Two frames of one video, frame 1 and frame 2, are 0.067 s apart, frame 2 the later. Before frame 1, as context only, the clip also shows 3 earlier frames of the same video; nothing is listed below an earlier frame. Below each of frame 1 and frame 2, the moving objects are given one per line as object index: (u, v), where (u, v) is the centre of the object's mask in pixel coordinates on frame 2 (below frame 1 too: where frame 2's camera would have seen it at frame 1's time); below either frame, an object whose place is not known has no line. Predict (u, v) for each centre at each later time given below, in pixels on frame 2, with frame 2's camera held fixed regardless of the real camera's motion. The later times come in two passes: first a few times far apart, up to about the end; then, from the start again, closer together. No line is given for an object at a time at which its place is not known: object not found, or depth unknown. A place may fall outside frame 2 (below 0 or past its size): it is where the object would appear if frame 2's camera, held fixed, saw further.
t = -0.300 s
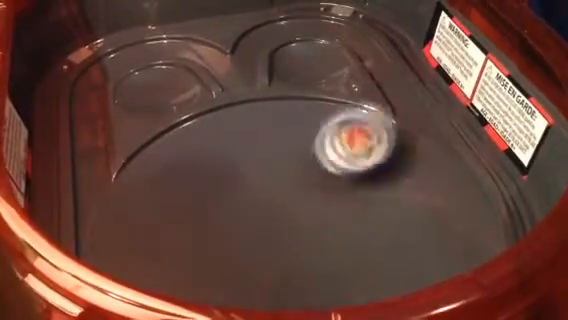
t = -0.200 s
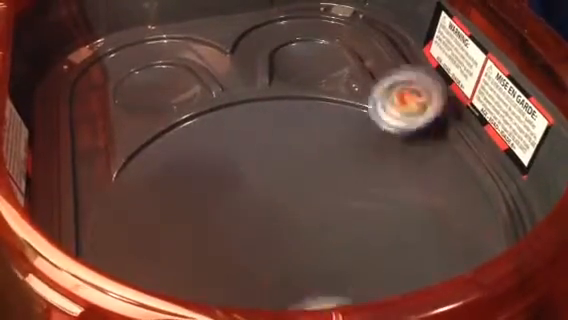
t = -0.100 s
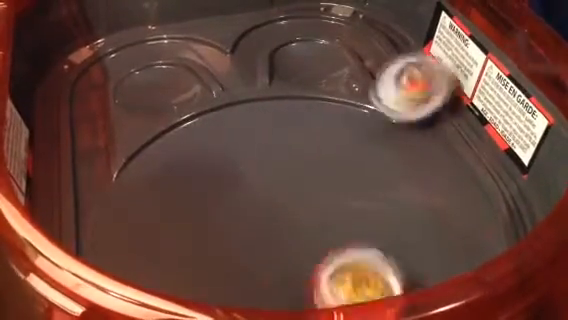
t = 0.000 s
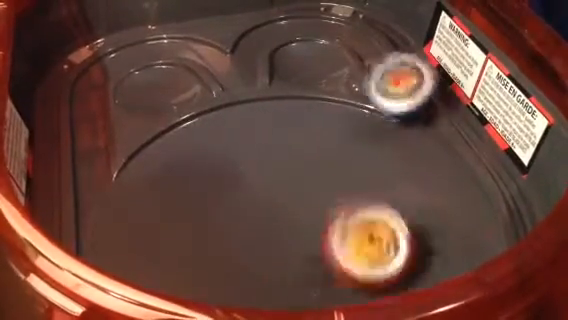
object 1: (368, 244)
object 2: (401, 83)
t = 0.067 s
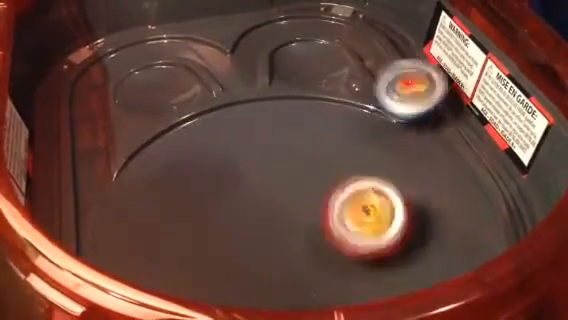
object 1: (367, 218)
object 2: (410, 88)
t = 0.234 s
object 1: (361, 189)
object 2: (442, 128)
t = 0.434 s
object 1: (305, 187)
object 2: (475, 180)
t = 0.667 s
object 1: (253, 181)
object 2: (366, 259)
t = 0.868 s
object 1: (252, 194)
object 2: (204, 277)
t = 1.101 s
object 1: (256, 206)
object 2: (129, 270)
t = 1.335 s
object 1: (270, 212)
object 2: (184, 227)
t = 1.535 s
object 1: (301, 233)
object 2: (217, 186)
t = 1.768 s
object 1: (302, 258)
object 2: (231, 182)
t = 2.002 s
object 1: (292, 240)
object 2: (268, 183)
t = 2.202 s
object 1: (308, 237)
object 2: (287, 163)
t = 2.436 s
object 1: (309, 239)
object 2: (279, 179)
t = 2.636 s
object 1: (314, 232)
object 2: (257, 190)
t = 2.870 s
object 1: (317, 229)
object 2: (254, 190)
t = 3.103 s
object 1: (312, 237)
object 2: (263, 188)
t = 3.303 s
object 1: (313, 234)
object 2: (267, 188)
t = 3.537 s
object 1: (316, 229)
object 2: (264, 189)
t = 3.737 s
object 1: (316, 230)
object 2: (265, 189)
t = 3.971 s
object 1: (313, 234)
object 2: (264, 189)
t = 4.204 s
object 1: (313, 235)
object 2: (264, 189)
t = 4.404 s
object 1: (314, 234)
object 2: (264, 189)
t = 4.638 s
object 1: (316, 230)
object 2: (264, 189)
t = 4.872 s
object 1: (316, 230)
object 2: (264, 189)
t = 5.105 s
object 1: (313, 233)
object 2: (264, 189)
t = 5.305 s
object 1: (314, 232)
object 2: (264, 189)
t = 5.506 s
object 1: (316, 230)
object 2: (264, 189)
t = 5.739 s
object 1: (315, 232)
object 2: (264, 189)
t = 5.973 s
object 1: (314, 233)
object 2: (264, 189)
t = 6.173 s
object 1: (315, 230)
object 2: (264, 189)
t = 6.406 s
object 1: (315, 230)
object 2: (264, 189)
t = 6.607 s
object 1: (314, 232)
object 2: (264, 189)
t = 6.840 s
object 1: (315, 231)
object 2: (264, 189)
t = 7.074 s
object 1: (315, 231)
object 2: (264, 189)
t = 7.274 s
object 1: (314, 232)
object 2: (264, 189)
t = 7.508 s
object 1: (315, 231)
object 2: (264, 189)
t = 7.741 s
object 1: (315, 231)
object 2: (264, 189)
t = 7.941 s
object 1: (314, 233)
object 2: (264, 189)
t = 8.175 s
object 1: (315, 231)
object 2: (264, 189)
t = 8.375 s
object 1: (314, 232)
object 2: (264, 189)
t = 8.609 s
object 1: (314, 232)
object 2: (264, 189)
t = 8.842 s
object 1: (314, 232)
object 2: (264, 189)
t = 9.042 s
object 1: (315, 231)
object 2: (264, 189)
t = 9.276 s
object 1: (314, 232)
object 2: (264, 189)
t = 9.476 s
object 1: (315, 232)
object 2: (264, 189)
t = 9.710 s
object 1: (314, 232)
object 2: (264, 189)
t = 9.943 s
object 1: (314, 232)
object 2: (264, 189)
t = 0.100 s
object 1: (365, 209)
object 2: (417, 94)
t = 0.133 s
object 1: (363, 200)
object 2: (424, 100)
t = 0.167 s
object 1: (363, 195)
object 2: (432, 110)
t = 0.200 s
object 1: (362, 192)
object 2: (438, 119)
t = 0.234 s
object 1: (361, 189)
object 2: (442, 128)
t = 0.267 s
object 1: (361, 188)
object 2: (442, 136)
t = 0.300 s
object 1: (360, 187)
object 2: (440, 143)
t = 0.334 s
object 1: (356, 188)
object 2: (437, 153)
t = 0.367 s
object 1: (347, 188)
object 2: (444, 164)
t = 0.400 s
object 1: (325, 188)
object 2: (460, 172)
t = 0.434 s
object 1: (305, 187)
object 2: (475, 180)
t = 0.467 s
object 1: (288, 186)
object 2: (474, 195)
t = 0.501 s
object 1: (274, 185)
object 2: (458, 207)
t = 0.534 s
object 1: (265, 185)
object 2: (440, 213)
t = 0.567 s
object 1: (258, 185)
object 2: (425, 223)
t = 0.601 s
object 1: (254, 184)
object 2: (410, 239)
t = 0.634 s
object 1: (253, 181)
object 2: (388, 249)
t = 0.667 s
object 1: (253, 181)
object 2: (366, 259)
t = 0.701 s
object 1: (255, 183)
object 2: (336, 259)
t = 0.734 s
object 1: (256, 184)
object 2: (309, 260)
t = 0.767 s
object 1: (256, 187)
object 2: (284, 266)
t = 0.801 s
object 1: (254, 191)
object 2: (256, 271)
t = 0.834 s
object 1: (252, 193)
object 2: (232, 274)
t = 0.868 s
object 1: (252, 194)
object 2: (204, 277)
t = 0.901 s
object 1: (252, 198)
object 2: (182, 276)
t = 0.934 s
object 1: (253, 200)
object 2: (168, 275)
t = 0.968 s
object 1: (252, 204)
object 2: (154, 275)
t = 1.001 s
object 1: (253, 206)
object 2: (146, 277)
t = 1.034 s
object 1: (253, 205)
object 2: (138, 275)
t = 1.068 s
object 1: (254, 207)
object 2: (130, 271)
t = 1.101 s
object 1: (256, 206)
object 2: (129, 270)
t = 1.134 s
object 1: (259, 206)
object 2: (126, 265)
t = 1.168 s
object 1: (263, 206)
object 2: (130, 259)
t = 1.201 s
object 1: (264, 207)
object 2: (140, 262)
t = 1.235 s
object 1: (266, 210)
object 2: (150, 256)
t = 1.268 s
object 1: (267, 209)
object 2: (160, 253)
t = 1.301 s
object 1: (269, 211)
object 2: (172, 237)
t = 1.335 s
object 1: (270, 212)
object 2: (184, 227)
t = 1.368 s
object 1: (273, 213)
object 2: (191, 220)
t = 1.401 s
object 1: (276, 213)
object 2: (200, 213)
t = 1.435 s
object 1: (279, 216)
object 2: (209, 204)
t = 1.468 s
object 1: (287, 220)
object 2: (216, 194)
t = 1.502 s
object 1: (295, 226)
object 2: (215, 189)
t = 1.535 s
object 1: (301, 233)
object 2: (217, 186)
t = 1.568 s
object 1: (306, 239)
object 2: (218, 184)
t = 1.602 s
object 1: (309, 244)
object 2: (218, 183)
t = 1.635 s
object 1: (312, 252)
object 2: (222, 182)
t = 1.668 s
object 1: (312, 256)
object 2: (224, 182)
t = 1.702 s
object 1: (308, 258)
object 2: (226, 181)
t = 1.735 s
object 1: (304, 257)
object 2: (228, 181)
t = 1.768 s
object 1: (302, 258)
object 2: (231, 182)
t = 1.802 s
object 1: (301, 254)
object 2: (233, 183)
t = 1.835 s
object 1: (297, 253)
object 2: (237, 184)
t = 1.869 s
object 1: (292, 251)
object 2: (242, 185)
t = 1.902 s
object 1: (291, 250)
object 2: (248, 187)
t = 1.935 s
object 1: (290, 247)
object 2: (254, 184)
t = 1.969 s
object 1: (288, 241)
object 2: (261, 183)
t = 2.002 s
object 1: (292, 240)
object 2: (268, 183)
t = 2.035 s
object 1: (292, 242)
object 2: (275, 181)
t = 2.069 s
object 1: (300, 243)
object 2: (281, 174)
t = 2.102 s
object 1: (305, 239)
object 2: (285, 170)
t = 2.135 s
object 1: (309, 237)
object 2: (287, 166)
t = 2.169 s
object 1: (309, 237)
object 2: (288, 165)
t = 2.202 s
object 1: (308, 237)
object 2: (287, 163)
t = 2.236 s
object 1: (307, 238)
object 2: (287, 163)
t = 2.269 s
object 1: (308, 239)
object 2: (288, 164)
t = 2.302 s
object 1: (309, 239)
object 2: (287, 165)
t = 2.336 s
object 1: (310, 239)
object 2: (287, 167)
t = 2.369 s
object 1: (310, 239)
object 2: (284, 170)
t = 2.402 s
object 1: (309, 240)
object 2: (281, 173)
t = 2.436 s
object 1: (309, 239)
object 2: (279, 179)
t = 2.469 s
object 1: (309, 239)
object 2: (275, 182)
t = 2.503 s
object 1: (311, 239)
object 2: (271, 185)
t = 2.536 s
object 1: (312, 237)
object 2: (267, 187)
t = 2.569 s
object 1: (313, 236)
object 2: (262, 189)
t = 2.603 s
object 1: (314, 234)
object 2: (260, 189)
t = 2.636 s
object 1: (314, 232)
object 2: (257, 190)
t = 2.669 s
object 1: (315, 231)
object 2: (254, 190)
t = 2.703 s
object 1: (316, 230)
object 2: (253, 190)
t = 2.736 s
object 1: (317, 228)
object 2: (252, 190)
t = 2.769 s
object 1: (319, 227)
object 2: (252, 190)
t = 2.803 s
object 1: (319, 227)
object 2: (252, 190)
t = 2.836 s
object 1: (318, 228)
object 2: (253, 190)
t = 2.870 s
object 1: (317, 229)
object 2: (254, 190)
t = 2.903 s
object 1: (316, 230)
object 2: (255, 190)
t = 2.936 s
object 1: (315, 231)
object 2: (255, 190)
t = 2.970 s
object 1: (314, 233)
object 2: (256, 189)
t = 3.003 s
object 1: (313, 234)
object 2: (257, 189)
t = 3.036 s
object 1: (312, 235)
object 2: (258, 189)
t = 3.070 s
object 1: (312, 236)
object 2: (261, 189)
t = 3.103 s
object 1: (312, 237)
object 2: (263, 188)
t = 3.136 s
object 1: (312, 237)
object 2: (265, 188)
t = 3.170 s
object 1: (312, 237)
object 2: (266, 188)
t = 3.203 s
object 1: (312, 236)
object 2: (267, 187)
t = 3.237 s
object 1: (312, 235)
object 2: (267, 187)
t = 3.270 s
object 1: (313, 234)
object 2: (267, 187)
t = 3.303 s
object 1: (313, 234)
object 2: (267, 188)
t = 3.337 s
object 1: (314, 232)
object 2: (267, 188)
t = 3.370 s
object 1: (314, 231)
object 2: (266, 188)
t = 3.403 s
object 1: (315, 231)
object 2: (265, 189)
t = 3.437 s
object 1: (315, 230)
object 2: (265, 189)
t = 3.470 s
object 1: (315, 230)
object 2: (264, 189)
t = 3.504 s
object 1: (316, 229)
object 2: (264, 189)
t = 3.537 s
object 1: (316, 229)
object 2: (264, 189)
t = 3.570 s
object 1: (316, 229)
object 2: (264, 189)
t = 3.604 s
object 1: (316, 229)
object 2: (264, 189)
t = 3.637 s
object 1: (316, 229)
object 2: (264, 189)
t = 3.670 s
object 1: (316, 229)
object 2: (264, 189)
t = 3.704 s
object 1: (316, 229)
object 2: (264, 189)
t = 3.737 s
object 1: (316, 230)
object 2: (265, 189)
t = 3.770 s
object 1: (315, 231)
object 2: (265, 189)
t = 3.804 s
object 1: (315, 231)
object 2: (264, 189)
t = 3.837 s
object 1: (315, 231)
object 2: (264, 189)
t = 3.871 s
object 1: (314, 232)
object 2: (264, 189)
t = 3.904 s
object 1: (314, 233)
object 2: (264, 189)
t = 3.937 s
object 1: (314, 233)
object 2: (264, 189)
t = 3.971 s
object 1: (313, 234)
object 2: (264, 189)
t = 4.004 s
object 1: (313, 234)
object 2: (264, 189)
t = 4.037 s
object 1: (313, 234)
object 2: (264, 189)
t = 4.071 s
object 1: (313, 235)
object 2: (264, 189)
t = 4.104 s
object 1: (313, 235)
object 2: (264, 189)
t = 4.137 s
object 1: (313, 235)
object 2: (264, 189)
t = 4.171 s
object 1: (313, 235)
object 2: (264, 189)
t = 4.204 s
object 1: (313, 235)
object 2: (264, 189)
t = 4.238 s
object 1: (313, 235)
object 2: (264, 189)
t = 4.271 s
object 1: (313, 235)
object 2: (264, 189)
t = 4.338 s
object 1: (313, 234)
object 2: (264, 189)
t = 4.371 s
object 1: (313, 234)
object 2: (264, 189)
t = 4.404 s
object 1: (314, 234)
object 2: (264, 189)
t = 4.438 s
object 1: (314, 234)
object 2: (264, 189)
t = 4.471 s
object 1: (314, 234)
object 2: (264, 189)
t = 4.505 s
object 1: (314, 232)
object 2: (264, 189)
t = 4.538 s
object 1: (314, 231)
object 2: (264, 189)
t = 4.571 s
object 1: (315, 231)
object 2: (264, 189)
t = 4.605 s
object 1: (315, 230)
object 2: (264, 189)
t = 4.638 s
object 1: (316, 230)
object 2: (264, 189)
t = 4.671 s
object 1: (316, 229)
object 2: (264, 189)
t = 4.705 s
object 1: (316, 229)
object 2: (264, 189)
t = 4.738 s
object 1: (316, 229)
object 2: (264, 189)
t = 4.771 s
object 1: (316, 229)
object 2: (264, 189)
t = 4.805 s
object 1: (316, 230)
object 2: (264, 189)
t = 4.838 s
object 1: (316, 230)
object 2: (264, 189)
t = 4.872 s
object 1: (316, 230)
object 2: (264, 189)
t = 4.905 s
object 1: (315, 231)
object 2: (264, 189)
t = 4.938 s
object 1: (315, 232)
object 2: (264, 189)
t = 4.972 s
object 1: (314, 232)
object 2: (264, 189)
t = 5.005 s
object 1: (314, 233)
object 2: (264, 189)
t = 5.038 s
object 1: (313, 233)
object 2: (264, 189)
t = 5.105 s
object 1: (313, 233)
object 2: (264, 189)
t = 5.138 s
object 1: (313, 233)
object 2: (264, 189)
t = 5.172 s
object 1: (314, 233)
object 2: (264, 189)
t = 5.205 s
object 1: (314, 233)
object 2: (264, 189)
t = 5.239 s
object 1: (314, 233)
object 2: (264, 189)
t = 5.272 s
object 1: (314, 233)
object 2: (264, 189)
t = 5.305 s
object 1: (314, 232)
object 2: (264, 189)
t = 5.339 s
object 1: (315, 231)
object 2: (264, 189)
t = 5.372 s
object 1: (315, 231)
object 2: (264, 189)
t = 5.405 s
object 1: (316, 230)
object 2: (264, 189)
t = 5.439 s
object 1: (316, 230)
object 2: (264, 189)
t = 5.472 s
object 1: (316, 230)
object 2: (264, 189)
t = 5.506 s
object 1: (316, 230)
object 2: (264, 189)
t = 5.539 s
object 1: (316, 230)
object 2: (264, 189)
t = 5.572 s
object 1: (316, 230)
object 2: (264, 189)
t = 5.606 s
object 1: (316, 230)
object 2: (264, 189)
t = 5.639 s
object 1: (316, 230)
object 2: (264, 189)
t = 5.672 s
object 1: (315, 231)
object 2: (264, 189)
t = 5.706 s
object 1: (315, 231)
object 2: (264, 189)
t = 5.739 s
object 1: (315, 232)
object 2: (264, 189)
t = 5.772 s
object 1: (314, 232)
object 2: (264, 189)
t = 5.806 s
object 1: (314, 233)
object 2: (264, 189)
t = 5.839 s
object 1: (314, 233)
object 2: (264, 189)
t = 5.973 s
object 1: (314, 233)
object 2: (264, 189)
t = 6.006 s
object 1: (314, 232)
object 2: (264, 189)
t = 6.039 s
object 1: (314, 232)
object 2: (264, 189)
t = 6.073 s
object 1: (315, 231)
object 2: (264, 189)
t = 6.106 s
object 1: (315, 231)
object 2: (264, 189)
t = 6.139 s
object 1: (315, 230)
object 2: (264, 189)
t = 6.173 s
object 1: (315, 230)
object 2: (264, 189)
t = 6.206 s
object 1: (315, 230)
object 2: (264, 189)
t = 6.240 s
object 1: (315, 230)
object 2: (264, 189)
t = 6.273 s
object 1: (315, 230)
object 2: (264, 189)
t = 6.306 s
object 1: (315, 230)
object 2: (264, 189)
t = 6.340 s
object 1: (315, 230)
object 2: (264, 189)
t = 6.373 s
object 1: (315, 230)
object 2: (264, 189)
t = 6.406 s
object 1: (315, 230)
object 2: (264, 189)
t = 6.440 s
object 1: (315, 230)
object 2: (264, 189)
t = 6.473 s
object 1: (315, 230)
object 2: (264, 189)
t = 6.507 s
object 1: (315, 231)
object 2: (264, 189)
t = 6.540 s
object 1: (315, 231)
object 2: (264, 189)
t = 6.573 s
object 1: (314, 231)
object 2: (264, 189)
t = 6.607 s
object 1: (314, 232)
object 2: (264, 189)
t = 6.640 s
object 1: (314, 232)
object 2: (264, 189)
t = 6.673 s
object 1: (314, 232)
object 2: (264, 189)
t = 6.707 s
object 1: (314, 232)
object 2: (264, 189)
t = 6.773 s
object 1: (314, 232)
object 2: (264, 189)
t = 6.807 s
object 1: (314, 232)
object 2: (264, 189)
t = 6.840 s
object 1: (315, 231)
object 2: (264, 189)
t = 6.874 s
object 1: (315, 231)
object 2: (264, 189)
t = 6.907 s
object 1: (315, 231)
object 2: (264, 189)
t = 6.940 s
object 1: (316, 231)
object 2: (264, 189)
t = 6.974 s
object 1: (316, 231)
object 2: (264, 189)
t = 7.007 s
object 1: (316, 231)
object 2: (264, 189)
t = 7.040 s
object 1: (316, 230)
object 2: (264, 189)
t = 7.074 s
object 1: (315, 231)
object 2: (264, 189)
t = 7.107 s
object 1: (315, 231)
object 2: (264, 189)
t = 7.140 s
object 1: (315, 231)
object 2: (264, 189)
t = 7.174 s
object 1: (315, 231)
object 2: (264, 189)
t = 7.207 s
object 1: (315, 232)
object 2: (264, 189)
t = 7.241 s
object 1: (314, 232)
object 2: (264, 189)
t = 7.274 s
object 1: (314, 232)
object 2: (264, 189)
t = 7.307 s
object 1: (314, 233)
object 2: (264, 189)
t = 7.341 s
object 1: (314, 233)
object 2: (264, 189)
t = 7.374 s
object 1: (314, 233)
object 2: (264, 189)
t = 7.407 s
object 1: (314, 233)
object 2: (264, 189)
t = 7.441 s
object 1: (314, 232)
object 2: (264, 189)
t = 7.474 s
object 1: (315, 232)
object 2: (264, 189)
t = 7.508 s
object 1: (315, 231)
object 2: (264, 189)
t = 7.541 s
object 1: (315, 231)
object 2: (264, 189)
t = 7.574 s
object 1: (315, 231)
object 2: (264, 189)
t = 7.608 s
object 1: (315, 231)
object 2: (264, 189)
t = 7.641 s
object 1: (315, 231)
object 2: (264, 189)
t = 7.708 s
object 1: (315, 231)
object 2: (264, 189)
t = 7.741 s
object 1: (315, 231)
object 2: (264, 189)
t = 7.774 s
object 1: (315, 231)
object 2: (264, 189)
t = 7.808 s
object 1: (315, 231)
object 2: (264, 189)
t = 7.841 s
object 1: (315, 232)
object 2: (264, 189)
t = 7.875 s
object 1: (315, 232)
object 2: (264, 189)
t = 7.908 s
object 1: (314, 232)
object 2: (264, 189)
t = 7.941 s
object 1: (314, 233)
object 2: (264, 189)
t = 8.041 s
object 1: (314, 232)
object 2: (264, 189)
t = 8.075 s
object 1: (314, 232)
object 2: (264, 189)
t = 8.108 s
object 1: (314, 232)
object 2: (264, 189)
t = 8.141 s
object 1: (315, 231)
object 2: (264, 189)
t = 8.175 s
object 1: (315, 231)
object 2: (264, 189)
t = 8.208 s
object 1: (315, 231)
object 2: (264, 189)
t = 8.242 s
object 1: (315, 231)
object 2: (264, 189)
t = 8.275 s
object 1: (315, 232)
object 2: (264, 189)
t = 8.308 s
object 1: (314, 232)
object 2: (264, 189)
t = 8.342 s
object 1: (314, 232)
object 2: (264, 189)
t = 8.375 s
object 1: (314, 232)
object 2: (264, 189)
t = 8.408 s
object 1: (314, 232)
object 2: (264, 189)
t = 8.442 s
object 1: (314, 232)
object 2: (264, 189)
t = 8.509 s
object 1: (314, 232)
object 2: (264, 189)
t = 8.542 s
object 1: (314, 232)
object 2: (264, 189)
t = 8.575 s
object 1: (314, 232)
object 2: (264, 189)
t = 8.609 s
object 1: (314, 232)
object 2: (264, 189)
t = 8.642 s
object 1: (315, 231)
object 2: (264, 189)
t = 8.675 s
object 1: (315, 231)
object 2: (264, 189)
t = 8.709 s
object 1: (315, 231)
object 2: (264, 189)
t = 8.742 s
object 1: (315, 231)
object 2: (264, 189)
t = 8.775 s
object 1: (315, 232)
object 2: (264, 189)
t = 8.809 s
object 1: (314, 232)
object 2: (264, 189)
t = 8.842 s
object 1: (314, 232)
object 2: (264, 189)
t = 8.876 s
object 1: (314, 232)
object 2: (264, 189)
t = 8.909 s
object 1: (314, 232)
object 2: (264, 189)
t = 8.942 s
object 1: (314, 232)
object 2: (264, 189)
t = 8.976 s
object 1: (315, 231)
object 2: (264, 189)
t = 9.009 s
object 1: (315, 231)
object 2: (264, 189)
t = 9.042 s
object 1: (315, 231)
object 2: (264, 189)
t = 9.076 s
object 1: (315, 231)
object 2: (264, 189)
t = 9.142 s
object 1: (315, 231)
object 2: (264, 189)
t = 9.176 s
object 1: (315, 232)
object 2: (264, 189)
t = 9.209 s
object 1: (314, 232)
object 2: (264, 189)
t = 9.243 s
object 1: (314, 232)
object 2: (264, 189)
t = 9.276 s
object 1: (314, 232)
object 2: (264, 189)
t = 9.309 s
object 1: (314, 232)
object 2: (264, 189)
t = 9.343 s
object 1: (314, 232)
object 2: (264, 189)
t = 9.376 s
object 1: (314, 232)
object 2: (264, 189)
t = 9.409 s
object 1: (314, 232)
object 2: (264, 189)
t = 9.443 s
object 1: (315, 232)
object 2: (264, 189)
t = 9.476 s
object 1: (315, 232)
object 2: (264, 189)
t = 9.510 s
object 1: (315, 232)
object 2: (264, 189)
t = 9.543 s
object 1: (314, 232)
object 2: (264, 189)
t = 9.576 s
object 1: (314, 232)
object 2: (264, 189)
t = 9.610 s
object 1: (314, 232)
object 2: (264, 189)
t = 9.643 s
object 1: (314, 232)
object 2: (264, 189)
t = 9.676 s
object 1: (314, 232)
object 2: (264, 189)
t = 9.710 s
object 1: (314, 232)
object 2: (264, 189)
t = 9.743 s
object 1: (314, 232)
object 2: (264, 189)
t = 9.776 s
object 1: (314, 232)
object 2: (264, 189)
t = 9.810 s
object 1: (314, 232)
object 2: (264, 189)
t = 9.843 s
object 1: (314, 232)
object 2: (264, 189)
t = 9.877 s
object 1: (314, 232)
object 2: (264, 189)
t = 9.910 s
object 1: (314, 232)
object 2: (264, 189)
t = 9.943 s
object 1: (314, 232)
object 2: (264, 189)
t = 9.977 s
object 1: (314, 232)
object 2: (264, 189)
